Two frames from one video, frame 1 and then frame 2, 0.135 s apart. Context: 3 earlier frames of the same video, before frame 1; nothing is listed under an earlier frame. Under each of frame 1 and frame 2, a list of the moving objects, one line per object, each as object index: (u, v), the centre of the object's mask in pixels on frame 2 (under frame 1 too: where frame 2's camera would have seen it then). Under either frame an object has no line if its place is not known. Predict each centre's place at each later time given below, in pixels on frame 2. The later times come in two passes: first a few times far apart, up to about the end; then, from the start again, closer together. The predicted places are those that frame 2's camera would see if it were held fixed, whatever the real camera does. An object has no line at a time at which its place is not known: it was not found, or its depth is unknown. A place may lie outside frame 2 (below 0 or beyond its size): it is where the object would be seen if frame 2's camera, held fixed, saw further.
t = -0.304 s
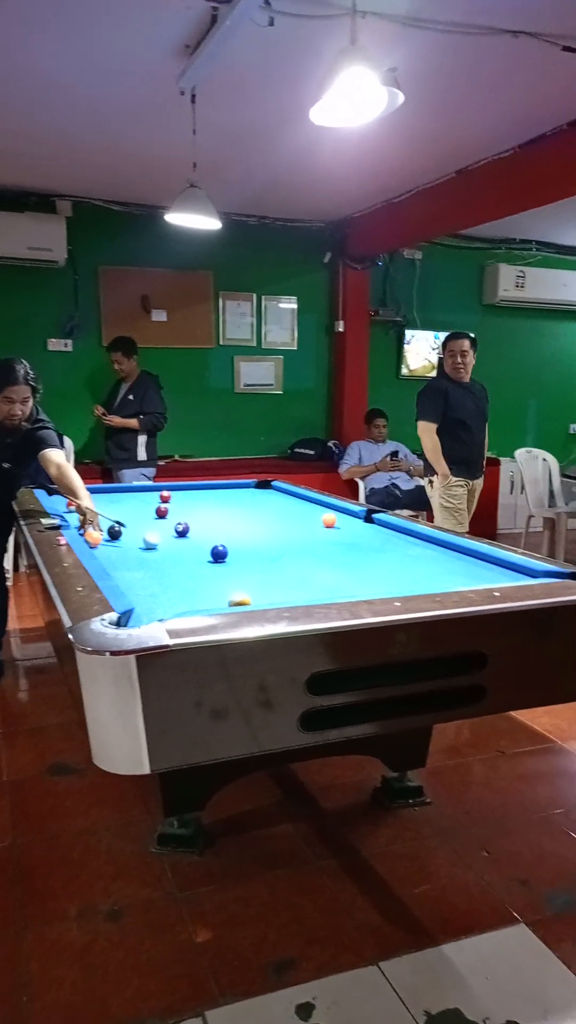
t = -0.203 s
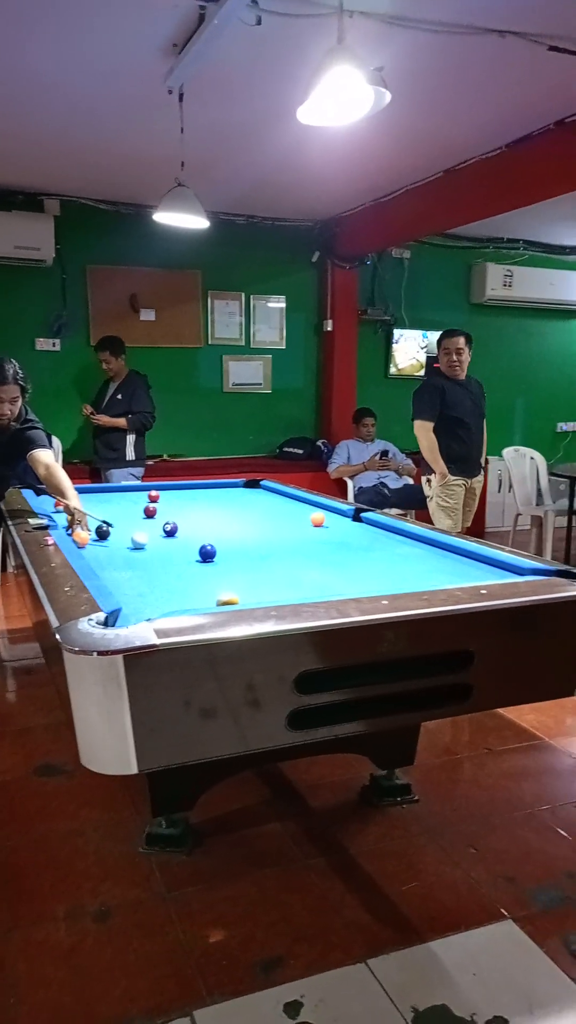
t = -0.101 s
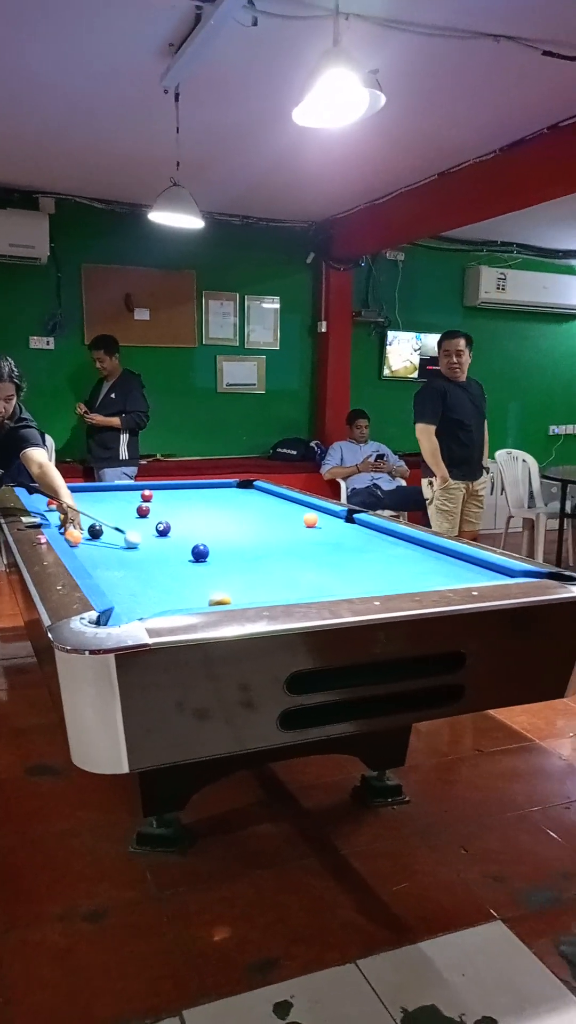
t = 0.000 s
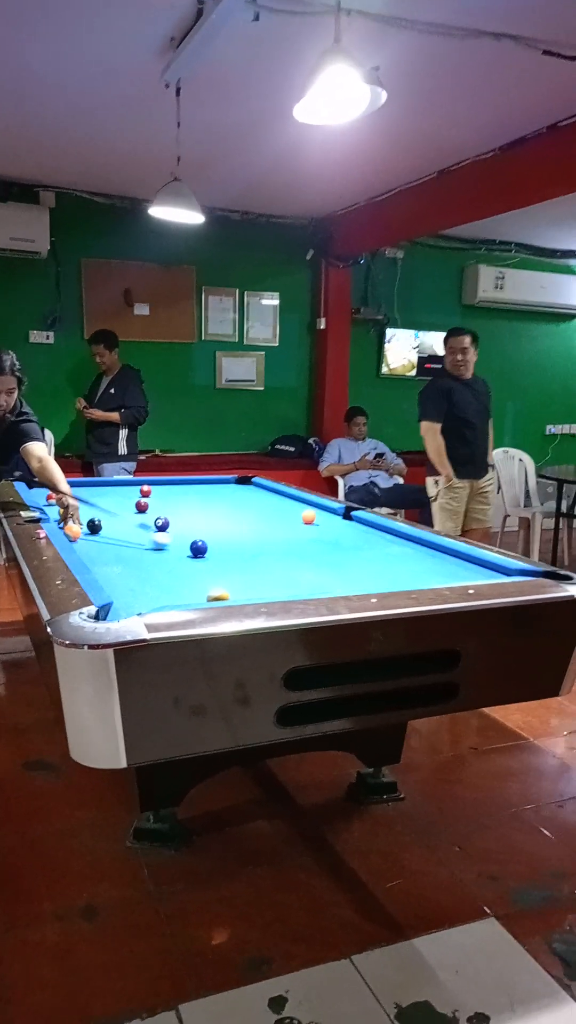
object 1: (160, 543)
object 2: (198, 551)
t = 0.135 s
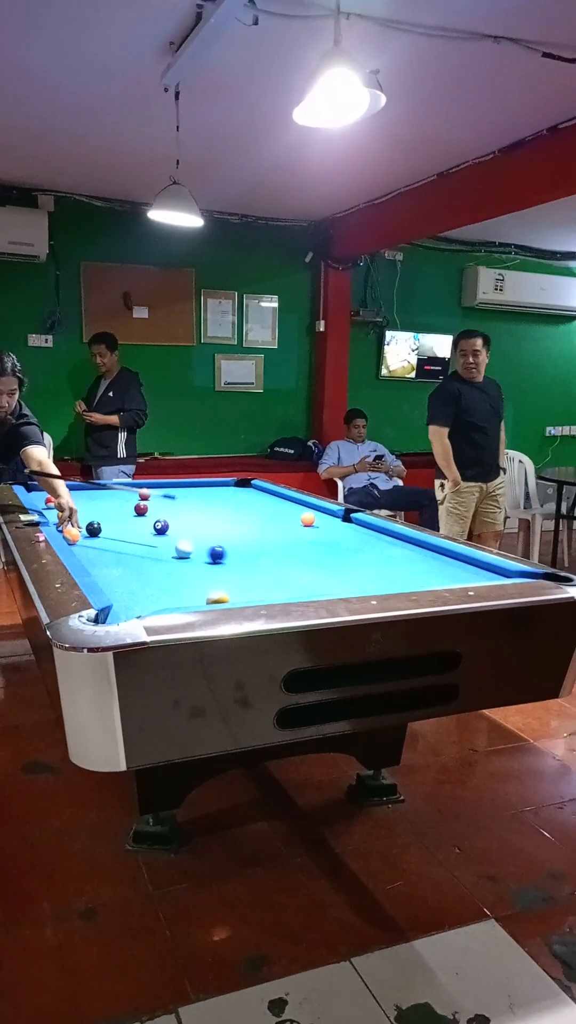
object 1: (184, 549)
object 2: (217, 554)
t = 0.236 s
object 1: (189, 551)
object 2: (244, 559)
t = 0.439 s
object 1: (202, 556)
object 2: (293, 568)
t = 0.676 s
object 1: (218, 560)
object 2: (355, 579)
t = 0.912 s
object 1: (232, 566)
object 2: (412, 583)
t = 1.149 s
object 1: (246, 571)
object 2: (415, 578)
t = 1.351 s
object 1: (258, 575)
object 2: (416, 573)
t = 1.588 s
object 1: (271, 580)
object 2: (418, 567)
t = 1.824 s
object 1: (283, 585)
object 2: (418, 561)
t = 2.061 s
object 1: (295, 588)
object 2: (419, 557)
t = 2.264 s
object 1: (305, 589)
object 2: (419, 553)
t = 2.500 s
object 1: (311, 590)
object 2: (418, 550)
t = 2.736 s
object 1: (307, 589)
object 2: (417, 547)
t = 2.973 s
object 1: (305, 586)
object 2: (415, 544)
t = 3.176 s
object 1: (304, 585)
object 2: (413, 542)
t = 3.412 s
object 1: (304, 584)
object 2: (407, 541)
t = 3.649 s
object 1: (304, 583)
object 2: (403, 540)
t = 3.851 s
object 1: (304, 583)
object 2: (400, 540)
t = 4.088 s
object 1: (304, 584)
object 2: (398, 539)
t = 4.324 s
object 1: (305, 584)
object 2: (398, 539)
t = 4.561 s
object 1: (305, 584)
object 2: (399, 539)
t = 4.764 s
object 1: (305, 584)
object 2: (399, 539)
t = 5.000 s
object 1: (304, 583)
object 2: (399, 539)
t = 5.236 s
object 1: (304, 583)
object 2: (398, 539)
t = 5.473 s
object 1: (304, 583)
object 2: (399, 539)
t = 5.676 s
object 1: (304, 583)
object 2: (398, 539)
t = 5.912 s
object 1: (304, 583)
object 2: (398, 539)
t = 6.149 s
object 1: (304, 583)
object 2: (398, 539)
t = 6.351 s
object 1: (303, 582)
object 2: (398, 539)
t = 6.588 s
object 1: (303, 582)
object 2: (398, 539)
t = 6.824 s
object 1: (304, 583)
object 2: (398, 539)
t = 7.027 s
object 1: (304, 583)
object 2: (398, 539)
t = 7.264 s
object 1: (304, 583)
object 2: (398, 539)
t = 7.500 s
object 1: (304, 584)
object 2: (398, 539)
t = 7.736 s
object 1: (304, 584)
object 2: (399, 539)
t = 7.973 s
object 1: (304, 584)
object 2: (399, 539)
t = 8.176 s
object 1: (304, 584)
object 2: (399, 539)
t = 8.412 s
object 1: (304, 584)
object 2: (399, 539)
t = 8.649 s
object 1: (304, 584)
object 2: (398, 539)
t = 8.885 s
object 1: (304, 584)
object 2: (399, 539)
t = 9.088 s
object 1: (304, 583)
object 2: (398, 539)
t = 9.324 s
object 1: (304, 583)
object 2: (399, 539)
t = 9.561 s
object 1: (304, 583)
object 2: (399, 539)
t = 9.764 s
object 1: (304, 583)
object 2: (399, 539)
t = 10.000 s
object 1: (304, 583)
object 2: (399, 539)
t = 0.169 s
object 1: (185, 550)
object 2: (227, 556)
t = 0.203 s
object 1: (186, 551)
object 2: (236, 558)
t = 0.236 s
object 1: (189, 551)
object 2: (244, 559)
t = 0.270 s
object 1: (191, 552)
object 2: (252, 561)
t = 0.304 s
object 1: (194, 552)
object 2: (260, 562)
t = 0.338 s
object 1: (196, 553)
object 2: (269, 564)
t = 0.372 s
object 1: (198, 554)
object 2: (277, 565)
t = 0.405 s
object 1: (200, 555)
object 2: (285, 567)
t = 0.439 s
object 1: (202, 556)
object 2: (293, 568)
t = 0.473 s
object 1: (205, 556)
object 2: (302, 570)
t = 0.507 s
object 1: (207, 556)
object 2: (310, 571)
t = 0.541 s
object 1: (209, 558)
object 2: (319, 573)
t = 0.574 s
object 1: (211, 558)
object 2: (328, 574)
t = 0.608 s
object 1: (213, 559)
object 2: (337, 576)
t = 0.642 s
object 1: (216, 559)
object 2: (345, 577)
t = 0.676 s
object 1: (218, 560)
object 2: (355, 579)
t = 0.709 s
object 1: (220, 561)
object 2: (364, 580)
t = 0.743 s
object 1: (222, 562)
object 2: (373, 581)
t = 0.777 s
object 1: (224, 563)
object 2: (382, 582)
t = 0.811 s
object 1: (226, 564)
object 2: (391, 582)
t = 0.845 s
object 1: (228, 564)
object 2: (400, 583)
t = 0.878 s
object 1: (230, 565)
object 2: (410, 583)
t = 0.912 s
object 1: (232, 566)
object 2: (412, 583)
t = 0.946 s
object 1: (234, 566)
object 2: (412, 582)
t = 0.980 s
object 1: (237, 567)
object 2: (412, 581)
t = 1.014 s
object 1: (239, 568)
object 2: (413, 581)
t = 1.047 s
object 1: (241, 568)
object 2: (413, 580)
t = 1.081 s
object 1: (242, 569)
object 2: (414, 579)
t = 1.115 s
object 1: (244, 570)
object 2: (415, 579)
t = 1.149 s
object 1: (246, 571)
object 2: (415, 578)
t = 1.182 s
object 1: (248, 572)
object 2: (415, 578)
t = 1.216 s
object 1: (250, 572)
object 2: (415, 577)
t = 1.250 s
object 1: (253, 573)
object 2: (416, 576)
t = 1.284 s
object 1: (254, 574)
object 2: (416, 575)
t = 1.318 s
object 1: (256, 574)
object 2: (416, 574)
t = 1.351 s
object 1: (258, 575)
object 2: (416, 573)
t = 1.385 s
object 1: (260, 576)
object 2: (416, 572)
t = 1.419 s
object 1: (262, 576)
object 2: (416, 571)
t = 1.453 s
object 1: (264, 577)
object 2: (417, 571)
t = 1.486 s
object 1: (266, 578)
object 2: (417, 570)
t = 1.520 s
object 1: (268, 579)
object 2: (417, 569)
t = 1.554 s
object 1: (269, 579)
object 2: (417, 568)
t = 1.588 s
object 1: (271, 580)
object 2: (418, 567)
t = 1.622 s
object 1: (273, 581)
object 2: (418, 566)
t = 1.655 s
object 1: (275, 582)
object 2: (418, 565)
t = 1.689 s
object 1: (277, 583)
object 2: (418, 565)
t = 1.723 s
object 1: (278, 583)
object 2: (418, 564)
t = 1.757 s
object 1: (280, 584)
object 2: (418, 563)
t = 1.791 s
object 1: (282, 585)
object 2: (418, 562)
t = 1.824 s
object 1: (283, 585)
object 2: (418, 561)
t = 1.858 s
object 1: (285, 585)
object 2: (418, 561)
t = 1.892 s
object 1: (287, 586)
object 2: (418, 560)
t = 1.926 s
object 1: (288, 586)
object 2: (418, 559)
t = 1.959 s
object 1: (290, 587)
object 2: (418, 559)
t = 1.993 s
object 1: (292, 587)
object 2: (419, 558)
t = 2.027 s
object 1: (293, 588)
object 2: (419, 558)
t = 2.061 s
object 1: (295, 588)
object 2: (419, 557)
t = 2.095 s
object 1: (297, 588)
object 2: (419, 556)
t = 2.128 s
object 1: (298, 588)
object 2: (419, 555)
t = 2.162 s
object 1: (300, 588)
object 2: (419, 555)
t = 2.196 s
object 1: (302, 589)
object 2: (419, 554)
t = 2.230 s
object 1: (303, 589)
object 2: (419, 554)
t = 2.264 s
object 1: (305, 589)
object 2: (419, 553)
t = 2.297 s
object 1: (306, 590)
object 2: (419, 553)
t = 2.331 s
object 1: (307, 590)
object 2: (419, 552)
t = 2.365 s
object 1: (309, 590)
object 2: (418, 552)
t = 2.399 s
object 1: (310, 591)
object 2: (418, 551)
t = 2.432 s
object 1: (311, 591)
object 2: (418, 551)
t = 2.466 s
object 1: (311, 590)
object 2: (418, 550)
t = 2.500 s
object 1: (311, 590)
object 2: (418, 550)
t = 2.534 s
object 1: (310, 590)
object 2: (418, 549)
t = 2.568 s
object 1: (310, 590)
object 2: (417, 548)
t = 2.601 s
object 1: (309, 590)
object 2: (417, 548)
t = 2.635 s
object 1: (309, 590)
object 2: (417, 548)
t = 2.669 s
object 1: (309, 590)
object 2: (417, 547)
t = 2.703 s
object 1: (308, 590)
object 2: (417, 547)
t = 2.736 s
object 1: (307, 589)
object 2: (417, 547)
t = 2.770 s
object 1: (307, 589)
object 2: (416, 546)
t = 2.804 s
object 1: (306, 589)
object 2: (416, 546)
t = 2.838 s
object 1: (306, 588)
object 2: (416, 545)
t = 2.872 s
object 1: (306, 588)
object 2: (416, 545)
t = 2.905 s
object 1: (306, 587)
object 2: (416, 544)
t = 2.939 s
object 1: (305, 587)
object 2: (416, 544)
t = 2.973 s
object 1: (305, 586)
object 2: (415, 544)
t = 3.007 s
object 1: (306, 586)
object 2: (415, 544)
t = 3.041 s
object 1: (305, 586)
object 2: (415, 543)
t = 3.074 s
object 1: (305, 586)
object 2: (415, 543)
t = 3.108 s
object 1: (305, 586)
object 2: (415, 543)
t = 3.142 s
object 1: (304, 585)
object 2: (414, 543)
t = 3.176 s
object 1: (304, 585)
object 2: (413, 542)
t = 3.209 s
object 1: (304, 585)
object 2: (412, 542)
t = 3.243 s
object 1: (304, 585)
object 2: (411, 542)
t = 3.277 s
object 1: (305, 585)
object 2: (410, 542)
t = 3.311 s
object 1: (304, 585)
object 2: (409, 542)
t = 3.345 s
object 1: (304, 584)
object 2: (409, 541)
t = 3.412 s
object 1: (304, 584)
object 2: (407, 541)
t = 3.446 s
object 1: (304, 584)
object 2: (406, 541)
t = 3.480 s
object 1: (304, 584)
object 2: (406, 541)
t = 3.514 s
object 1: (304, 584)
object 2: (405, 541)
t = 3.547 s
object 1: (304, 583)
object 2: (404, 541)
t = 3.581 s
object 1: (304, 583)
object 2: (404, 541)
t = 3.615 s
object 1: (304, 583)
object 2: (403, 540)
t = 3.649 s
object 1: (304, 583)
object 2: (403, 540)
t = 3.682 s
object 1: (304, 583)
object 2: (402, 540)
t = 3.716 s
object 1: (305, 583)
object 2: (402, 540)
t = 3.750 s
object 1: (304, 583)
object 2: (401, 540)
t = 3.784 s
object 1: (304, 583)
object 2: (401, 540)
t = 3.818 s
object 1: (304, 583)
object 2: (400, 540)
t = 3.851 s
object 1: (304, 583)
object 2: (400, 540)
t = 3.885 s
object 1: (304, 583)
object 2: (400, 540)
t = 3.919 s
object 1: (304, 583)
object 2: (399, 539)
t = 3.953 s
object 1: (304, 583)
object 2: (399, 539)
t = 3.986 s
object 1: (304, 583)
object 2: (399, 539)
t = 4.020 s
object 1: (305, 584)
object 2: (399, 539)
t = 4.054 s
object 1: (305, 584)
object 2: (398, 539)
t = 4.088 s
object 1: (304, 584)
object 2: (398, 539)
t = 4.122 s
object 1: (304, 584)
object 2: (398, 539)
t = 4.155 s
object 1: (304, 584)
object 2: (398, 539)
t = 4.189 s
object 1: (304, 584)
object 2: (398, 539)
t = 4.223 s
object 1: (305, 584)
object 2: (398, 539)
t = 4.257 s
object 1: (305, 584)
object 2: (398, 539)
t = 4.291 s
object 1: (305, 584)
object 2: (398, 539)
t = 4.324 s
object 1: (305, 584)
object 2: (398, 539)
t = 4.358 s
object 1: (305, 584)
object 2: (398, 539)
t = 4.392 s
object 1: (305, 584)
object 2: (398, 539)
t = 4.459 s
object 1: (305, 584)
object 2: (399, 539)
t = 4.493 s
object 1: (305, 584)
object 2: (398, 539)
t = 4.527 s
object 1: (305, 584)
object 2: (399, 539)
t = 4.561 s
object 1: (305, 584)
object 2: (399, 539)
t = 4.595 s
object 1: (305, 584)
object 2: (399, 539)
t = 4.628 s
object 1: (305, 585)
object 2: (399, 539)
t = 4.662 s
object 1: (305, 584)
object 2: (399, 539)
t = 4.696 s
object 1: (305, 584)
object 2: (399, 539)
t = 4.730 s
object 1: (305, 584)
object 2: (399, 539)
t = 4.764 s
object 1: (305, 584)
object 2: (399, 539)
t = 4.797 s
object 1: (304, 584)
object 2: (398, 539)
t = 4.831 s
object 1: (304, 584)
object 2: (398, 539)
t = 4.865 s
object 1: (304, 584)
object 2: (398, 539)
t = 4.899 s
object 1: (304, 584)
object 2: (398, 539)
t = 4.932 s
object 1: (305, 584)
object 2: (398, 539)
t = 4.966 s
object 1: (305, 584)
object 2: (398, 539)
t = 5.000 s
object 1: (304, 583)
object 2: (399, 539)
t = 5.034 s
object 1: (304, 584)
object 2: (398, 539)
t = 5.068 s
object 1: (305, 583)
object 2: (398, 539)
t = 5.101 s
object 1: (305, 584)
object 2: (399, 539)
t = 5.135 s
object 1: (305, 583)
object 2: (399, 539)
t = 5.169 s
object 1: (304, 583)
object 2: (398, 539)
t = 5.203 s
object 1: (304, 583)
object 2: (399, 539)
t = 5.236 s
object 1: (304, 583)
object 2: (398, 539)
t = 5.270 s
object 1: (304, 583)
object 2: (398, 539)
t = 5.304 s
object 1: (304, 583)
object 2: (398, 539)
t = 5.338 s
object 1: (303, 583)
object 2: (398, 539)
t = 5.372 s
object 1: (304, 583)
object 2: (399, 539)
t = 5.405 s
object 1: (303, 583)
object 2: (398, 539)
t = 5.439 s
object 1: (304, 583)
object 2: (398, 539)
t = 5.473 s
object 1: (304, 583)
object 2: (399, 539)
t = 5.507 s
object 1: (304, 583)
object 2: (398, 539)
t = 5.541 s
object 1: (304, 584)
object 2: (398, 539)
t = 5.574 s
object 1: (304, 583)
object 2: (398, 539)
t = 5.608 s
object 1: (304, 583)
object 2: (398, 539)
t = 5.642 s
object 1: (304, 583)
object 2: (398, 539)
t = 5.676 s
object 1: (304, 583)
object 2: (398, 539)
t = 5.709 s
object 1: (304, 583)
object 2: (398, 539)
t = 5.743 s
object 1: (304, 583)
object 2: (398, 539)
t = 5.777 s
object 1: (304, 583)
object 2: (398, 539)
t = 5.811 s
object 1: (304, 583)
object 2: (398, 539)
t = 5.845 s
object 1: (304, 583)
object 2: (398, 539)
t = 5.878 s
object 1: (304, 583)
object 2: (398, 539)
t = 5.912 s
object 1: (304, 583)
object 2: (398, 539)
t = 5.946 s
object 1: (304, 583)
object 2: (398, 539)
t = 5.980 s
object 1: (304, 583)
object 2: (398, 539)
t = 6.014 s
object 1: (304, 583)
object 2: (398, 539)
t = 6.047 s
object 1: (303, 583)
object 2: (398, 539)
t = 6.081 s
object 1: (304, 583)
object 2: (398, 539)
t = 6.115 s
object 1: (304, 583)
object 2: (398, 539)
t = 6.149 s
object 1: (304, 583)
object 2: (398, 539)
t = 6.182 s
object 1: (304, 583)
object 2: (398, 539)
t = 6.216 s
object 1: (303, 582)
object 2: (398, 539)
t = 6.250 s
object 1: (303, 582)
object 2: (398, 539)
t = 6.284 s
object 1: (303, 582)
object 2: (398, 539)
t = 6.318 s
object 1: (304, 582)
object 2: (398, 539)
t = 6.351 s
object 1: (303, 582)
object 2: (398, 539)
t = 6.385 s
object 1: (303, 582)
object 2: (398, 539)
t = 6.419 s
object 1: (304, 582)
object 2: (398, 539)
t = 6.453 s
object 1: (304, 582)
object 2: (398, 539)
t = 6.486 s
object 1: (303, 582)
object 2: (398, 539)
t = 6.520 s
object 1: (303, 582)
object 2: (398, 539)
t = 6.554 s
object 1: (303, 582)
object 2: (398, 539)
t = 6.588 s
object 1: (303, 582)
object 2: (398, 539)
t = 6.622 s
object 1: (304, 582)
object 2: (398, 539)
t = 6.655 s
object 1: (304, 582)
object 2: (398, 539)
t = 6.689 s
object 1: (304, 582)
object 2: (398, 539)
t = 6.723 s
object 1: (304, 583)
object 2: (398, 539)
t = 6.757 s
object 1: (304, 583)
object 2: (398, 539)
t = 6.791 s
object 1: (304, 583)
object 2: (398, 539)
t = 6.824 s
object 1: (304, 583)
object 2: (398, 539)
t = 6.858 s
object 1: (304, 583)
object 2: (399, 539)
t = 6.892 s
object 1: (304, 583)
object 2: (398, 539)
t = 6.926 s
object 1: (304, 583)
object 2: (398, 539)
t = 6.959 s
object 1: (304, 583)
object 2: (398, 539)
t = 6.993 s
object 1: (304, 583)
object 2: (399, 539)
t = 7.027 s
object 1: (304, 583)
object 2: (398, 539)
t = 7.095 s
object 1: (304, 583)
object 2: (399, 539)
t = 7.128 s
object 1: (305, 583)
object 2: (398, 539)
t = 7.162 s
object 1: (304, 583)
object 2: (398, 539)
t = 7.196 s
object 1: (304, 583)
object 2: (398, 539)
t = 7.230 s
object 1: (304, 583)
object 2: (399, 539)
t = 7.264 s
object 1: (304, 583)
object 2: (398, 539)
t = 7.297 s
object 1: (304, 583)
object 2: (398, 539)
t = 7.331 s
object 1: (304, 583)
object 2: (398, 539)
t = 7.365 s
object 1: (304, 583)
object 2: (398, 539)
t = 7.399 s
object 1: (304, 584)
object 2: (398, 539)
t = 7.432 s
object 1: (304, 583)
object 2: (398, 539)
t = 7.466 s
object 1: (304, 584)
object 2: (399, 539)
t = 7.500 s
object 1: (304, 584)
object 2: (398, 539)
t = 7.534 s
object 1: (305, 584)
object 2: (398, 539)
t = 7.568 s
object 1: (305, 584)
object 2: (398, 539)
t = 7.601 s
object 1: (305, 584)
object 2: (398, 539)
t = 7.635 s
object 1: (304, 583)
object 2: (398, 539)
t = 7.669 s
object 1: (304, 583)
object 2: (399, 539)
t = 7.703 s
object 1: (304, 583)
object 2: (399, 539)
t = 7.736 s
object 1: (304, 584)
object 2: (399, 539)
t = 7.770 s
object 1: (304, 584)
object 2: (398, 539)
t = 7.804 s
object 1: (305, 584)
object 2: (398, 539)
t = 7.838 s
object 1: (304, 584)
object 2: (398, 539)
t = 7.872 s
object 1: (304, 584)
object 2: (398, 539)
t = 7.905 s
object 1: (304, 584)
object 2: (399, 539)
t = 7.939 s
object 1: (304, 584)
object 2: (398, 539)
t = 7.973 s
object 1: (304, 584)
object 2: (399, 539)
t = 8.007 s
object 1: (304, 584)
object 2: (398, 539)
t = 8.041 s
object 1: (304, 584)
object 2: (399, 539)
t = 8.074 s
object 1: (304, 584)
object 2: (399, 539)
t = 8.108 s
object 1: (304, 584)
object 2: (399, 539)
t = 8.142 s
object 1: (304, 584)
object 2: (398, 539)
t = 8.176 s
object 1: (304, 584)
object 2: (399, 539)
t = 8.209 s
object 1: (304, 584)
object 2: (399, 539)
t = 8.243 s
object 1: (304, 584)
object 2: (398, 539)
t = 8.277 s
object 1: (304, 584)
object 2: (399, 539)
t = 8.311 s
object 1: (304, 584)
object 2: (399, 539)
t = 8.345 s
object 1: (304, 584)
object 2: (399, 539)
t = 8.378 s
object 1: (304, 584)
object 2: (399, 539)
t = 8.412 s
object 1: (304, 584)
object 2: (399, 539)
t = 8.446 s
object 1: (304, 584)
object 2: (398, 539)
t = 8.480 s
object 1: (304, 584)
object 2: (398, 539)
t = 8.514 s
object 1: (304, 584)
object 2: (399, 539)
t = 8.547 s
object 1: (304, 584)
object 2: (399, 539)
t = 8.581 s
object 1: (304, 584)
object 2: (399, 539)
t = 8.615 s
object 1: (304, 584)
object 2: (398, 539)
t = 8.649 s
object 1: (304, 584)
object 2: (398, 539)
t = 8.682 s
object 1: (304, 583)
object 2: (398, 539)
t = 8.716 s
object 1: (304, 583)
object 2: (398, 539)
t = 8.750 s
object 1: (304, 583)
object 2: (398, 539)
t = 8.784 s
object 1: (304, 584)
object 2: (398, 539)
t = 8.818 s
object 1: (304, 584)
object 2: (398, 539)
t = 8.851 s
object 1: (304, 584)
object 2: (399, 539)
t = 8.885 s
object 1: (304, 584)
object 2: (399, 539)
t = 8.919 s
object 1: (304, 583)
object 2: (399, 539)
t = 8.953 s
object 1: (304, 584)
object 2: (399, 539)
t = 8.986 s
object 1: (304, 583)
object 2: (399, 539)
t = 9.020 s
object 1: (304, 583)
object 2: (399, 539)
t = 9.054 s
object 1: (304, 583)
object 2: (399, 539)
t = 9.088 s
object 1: (304, 583)
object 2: (398, 539)
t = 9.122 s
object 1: (304, 583)
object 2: (399, 539)
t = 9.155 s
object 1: (304, 583)
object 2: (398, 539)
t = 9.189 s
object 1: (304, 583)
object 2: (398, 539)
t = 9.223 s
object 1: (304, 583)
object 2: (398, 539)
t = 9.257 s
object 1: (304, 584)
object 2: (398, 539)
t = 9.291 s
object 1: (304, 583)
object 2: (399, 539)
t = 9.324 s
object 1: (304, 583)
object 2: (399, 539)
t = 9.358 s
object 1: (303, 583)
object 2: (399, 539)
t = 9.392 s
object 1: (304, 583)
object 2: (398, 539)
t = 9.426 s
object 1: (304, 583)
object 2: (398, 539)
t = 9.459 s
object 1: (304, 583)
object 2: (398, 539)
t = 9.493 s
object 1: (304, 583)
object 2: (399, 539)
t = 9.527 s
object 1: (304, 583)
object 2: (398, 539)
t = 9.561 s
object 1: (304, 583)
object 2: (399, 539)
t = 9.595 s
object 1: (304, 583)
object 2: (398, 539)
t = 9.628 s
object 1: (304, 583)
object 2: (399, 539)
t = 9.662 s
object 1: (304, 584)
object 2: (399, 539)
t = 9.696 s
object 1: (304, 584)
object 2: (398, 539)
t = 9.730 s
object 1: (304, 583)
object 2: (398, 539)
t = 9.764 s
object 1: (304, 583)
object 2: (399, 539)
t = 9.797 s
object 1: (304, 583)
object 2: (399, 539)
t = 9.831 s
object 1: (304, 583)
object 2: (399, 539)
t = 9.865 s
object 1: (304, 583)
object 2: (399, 539)
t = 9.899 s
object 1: (304, 583)
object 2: (398, 539)
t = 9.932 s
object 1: (304, 583)
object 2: (399, 539)
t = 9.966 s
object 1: (304, 583)
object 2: (398, 539)
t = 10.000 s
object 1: (304, 583)
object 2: (399, 539)
